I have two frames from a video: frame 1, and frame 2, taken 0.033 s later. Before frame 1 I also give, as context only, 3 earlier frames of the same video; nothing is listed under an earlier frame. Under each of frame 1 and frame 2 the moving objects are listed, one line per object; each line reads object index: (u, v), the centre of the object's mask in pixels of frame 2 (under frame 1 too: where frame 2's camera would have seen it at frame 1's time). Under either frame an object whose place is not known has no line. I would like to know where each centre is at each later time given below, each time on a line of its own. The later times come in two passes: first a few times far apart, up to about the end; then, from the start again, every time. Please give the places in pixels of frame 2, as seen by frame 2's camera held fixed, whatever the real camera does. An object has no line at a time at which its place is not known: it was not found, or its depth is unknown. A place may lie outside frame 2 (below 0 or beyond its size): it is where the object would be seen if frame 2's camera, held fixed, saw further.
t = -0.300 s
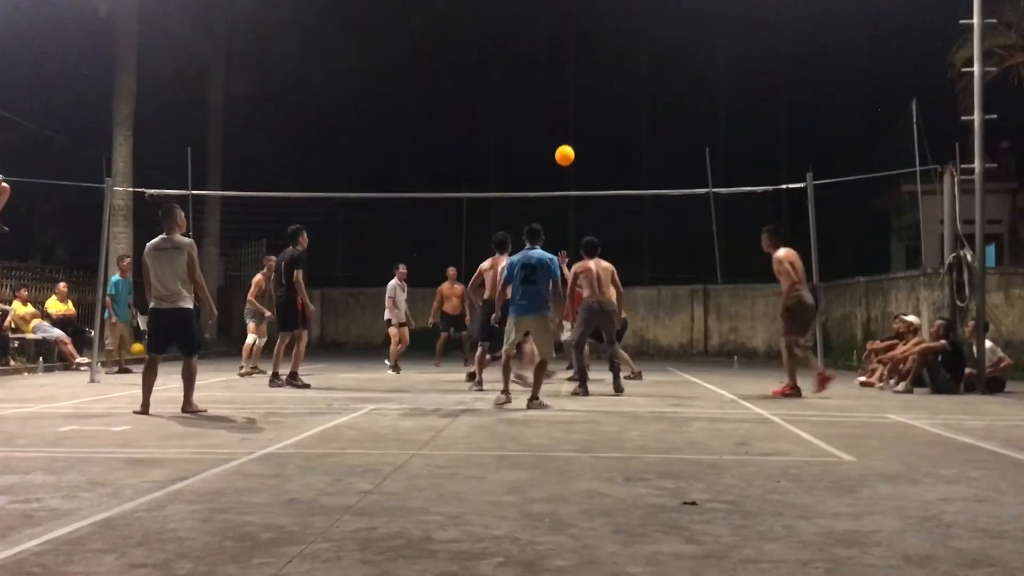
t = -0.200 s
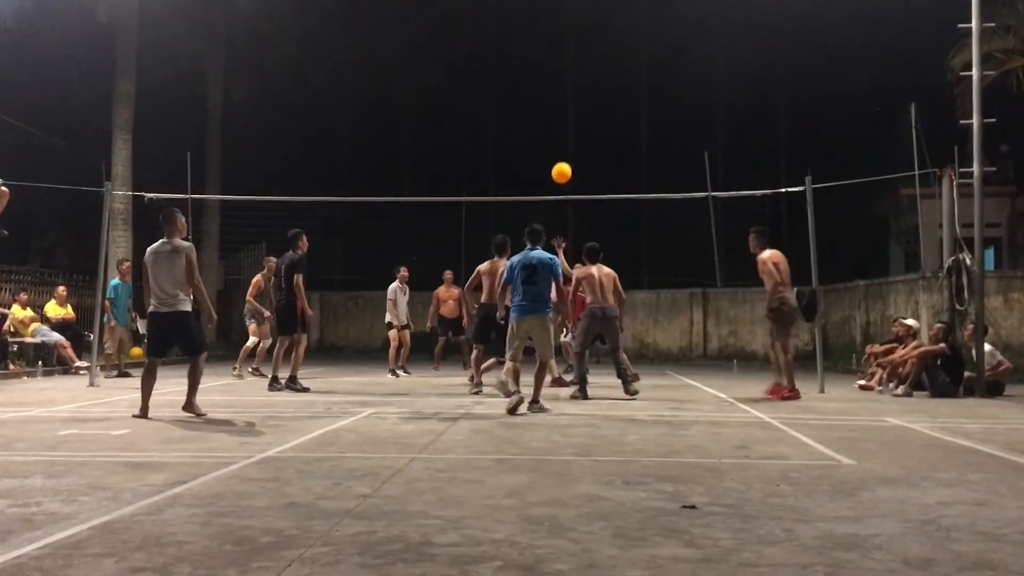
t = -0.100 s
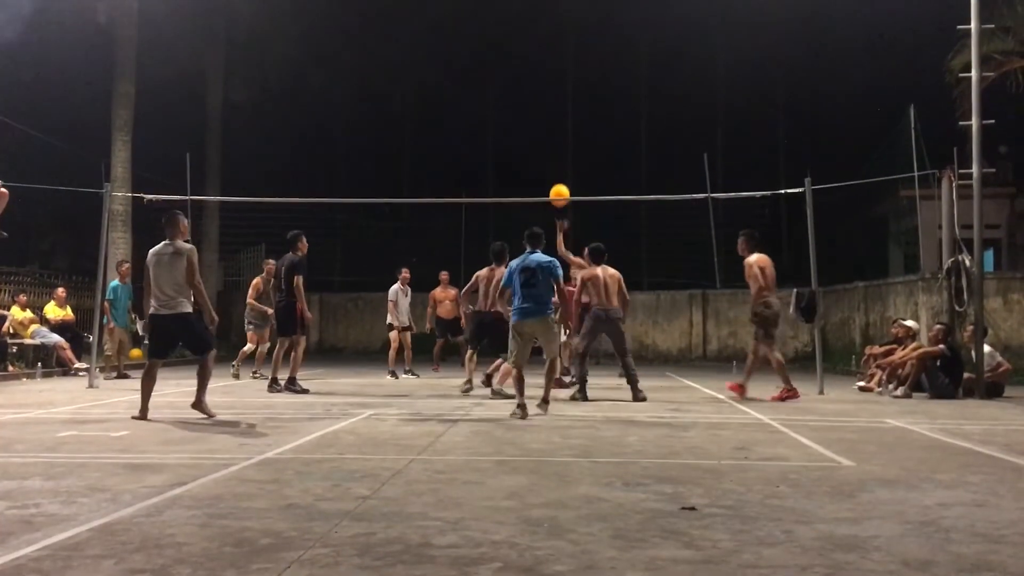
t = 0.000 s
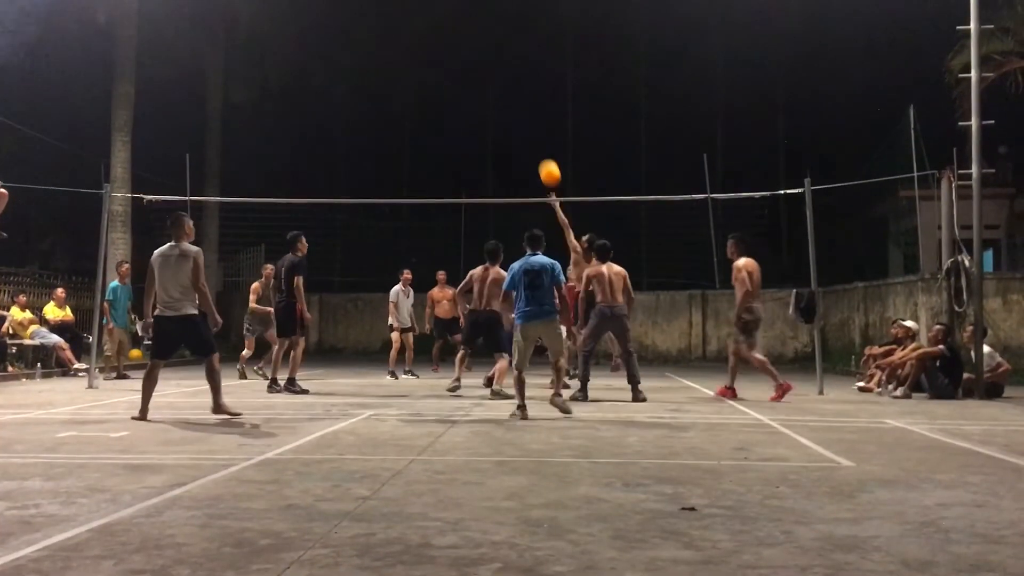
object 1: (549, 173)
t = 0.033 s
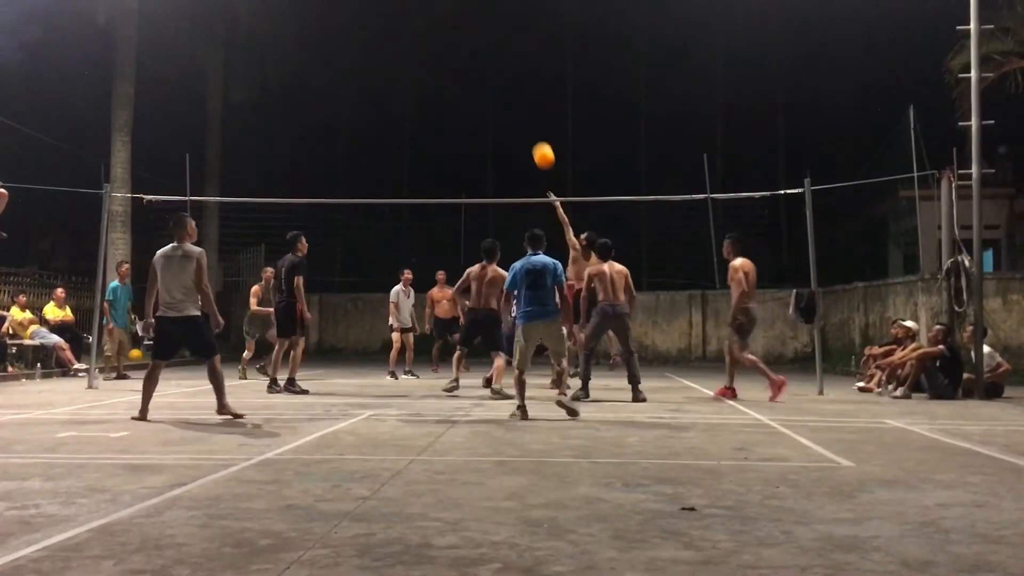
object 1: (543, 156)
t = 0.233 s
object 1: (507, 73)
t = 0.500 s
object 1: (463, 20)
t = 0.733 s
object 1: (426, 19)
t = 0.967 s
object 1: (391, 61)
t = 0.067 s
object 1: (537, 139)
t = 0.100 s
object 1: (531, 124)
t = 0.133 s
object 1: (525, 109)
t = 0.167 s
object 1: (519, 96)
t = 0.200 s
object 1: (513, 84)
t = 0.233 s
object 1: (507, 73)
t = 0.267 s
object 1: (501, 63)
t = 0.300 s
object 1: (496, 54)
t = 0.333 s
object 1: (490, 46)
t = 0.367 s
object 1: (485, 39)
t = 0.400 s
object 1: (479, 33)
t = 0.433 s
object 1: (474, 28)
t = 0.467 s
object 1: (469, 23)
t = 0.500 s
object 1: (463, 20)
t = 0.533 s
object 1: (458, 17)
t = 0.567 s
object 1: (452, 15)
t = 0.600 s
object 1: (447, 15)
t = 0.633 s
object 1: (441, 14)
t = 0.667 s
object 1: (436, 15)
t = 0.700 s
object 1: (431, 17)
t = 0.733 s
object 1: (426, 19)
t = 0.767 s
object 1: (420, 23)
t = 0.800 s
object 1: (415, 27)
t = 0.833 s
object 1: (410, 32)
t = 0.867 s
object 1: (406, 38)
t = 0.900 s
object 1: (400, 45)
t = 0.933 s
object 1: (395, 53)
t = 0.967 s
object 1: (391, 61)
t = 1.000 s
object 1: (386, 70)
